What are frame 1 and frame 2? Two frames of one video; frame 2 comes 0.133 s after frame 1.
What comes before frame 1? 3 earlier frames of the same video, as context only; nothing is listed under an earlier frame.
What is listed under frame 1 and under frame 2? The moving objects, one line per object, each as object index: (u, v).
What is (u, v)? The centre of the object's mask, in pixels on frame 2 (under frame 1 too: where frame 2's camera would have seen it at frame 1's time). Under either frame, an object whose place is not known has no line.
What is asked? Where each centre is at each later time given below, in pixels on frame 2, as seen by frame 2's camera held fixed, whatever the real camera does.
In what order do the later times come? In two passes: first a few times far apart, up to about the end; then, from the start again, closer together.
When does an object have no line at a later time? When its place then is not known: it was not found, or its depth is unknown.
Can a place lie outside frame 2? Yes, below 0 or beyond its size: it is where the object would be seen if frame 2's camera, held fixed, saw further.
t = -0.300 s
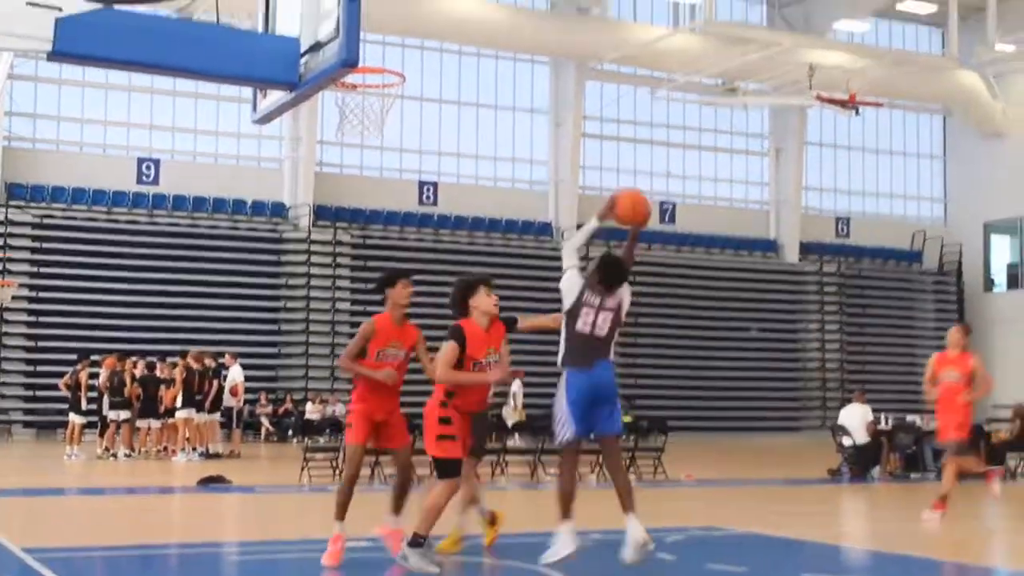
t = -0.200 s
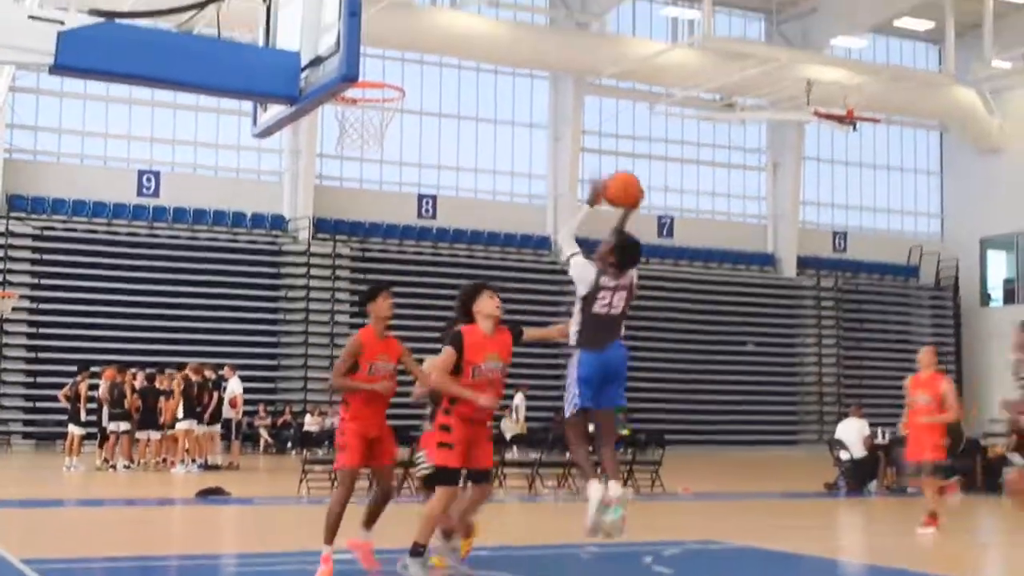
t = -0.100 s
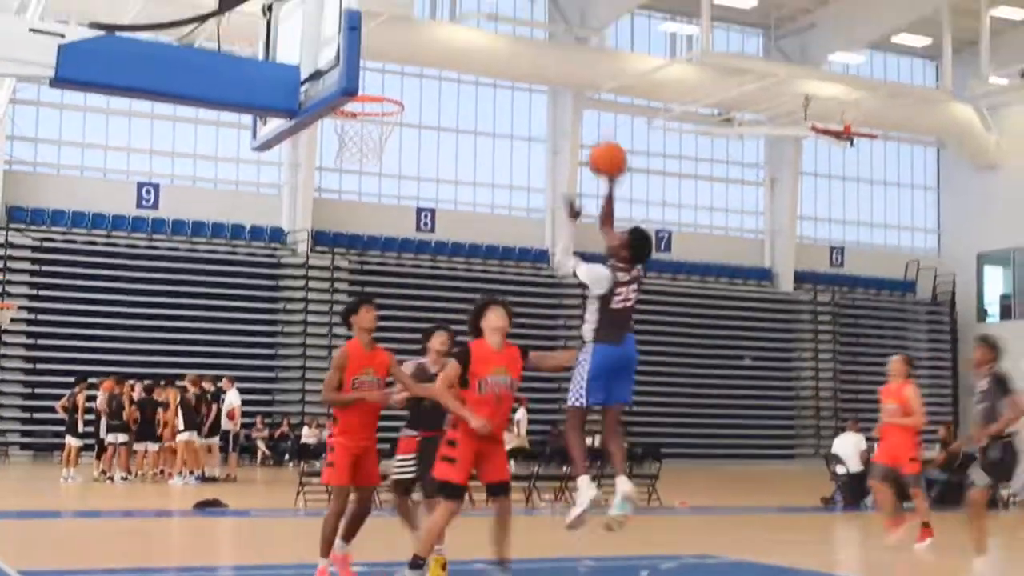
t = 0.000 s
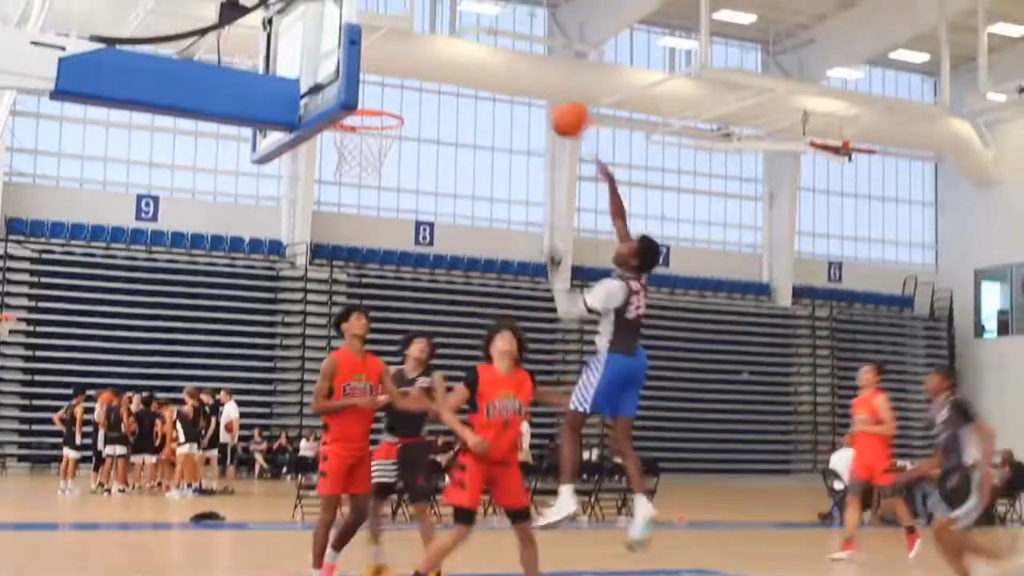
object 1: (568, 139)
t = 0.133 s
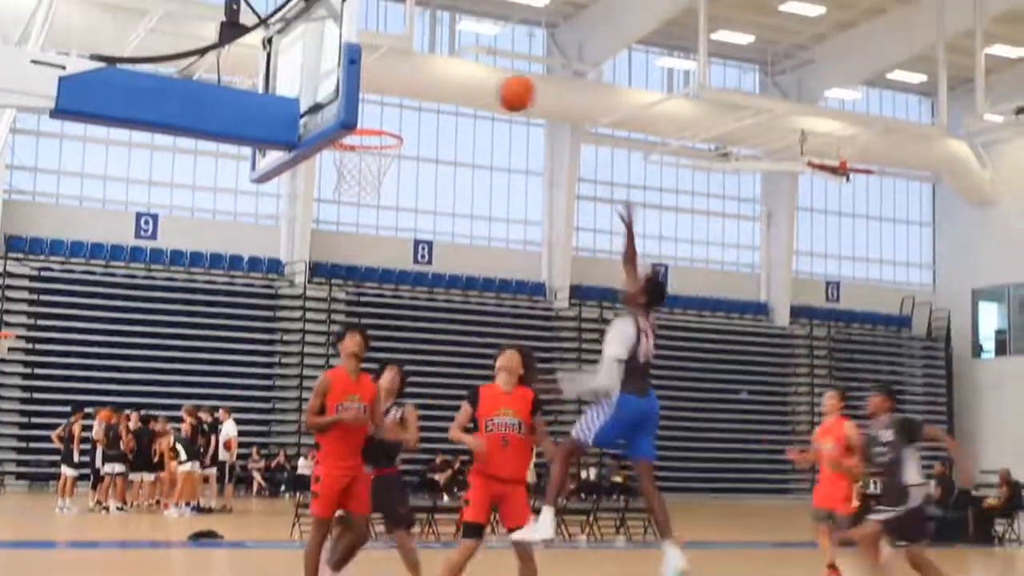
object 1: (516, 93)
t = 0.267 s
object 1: (463, 75)
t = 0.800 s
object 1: (347, 174)
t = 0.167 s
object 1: (501, 87)
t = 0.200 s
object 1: (488, 80)
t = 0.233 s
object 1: (476, 76)
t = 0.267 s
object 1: (463, 75)
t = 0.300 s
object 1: (450, 76)
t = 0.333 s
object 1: (437, 79)
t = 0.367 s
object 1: (424, 81)
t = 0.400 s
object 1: (412, 88)
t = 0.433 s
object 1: (399, 93)
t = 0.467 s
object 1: (386, 101)
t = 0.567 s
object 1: (350, 147)
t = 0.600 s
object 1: (356, 144)
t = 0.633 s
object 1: (370, 140)
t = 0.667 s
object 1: (382, 146)
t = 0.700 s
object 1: (375, 152)
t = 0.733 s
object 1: (365, 156)
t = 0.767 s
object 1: (356, 166)
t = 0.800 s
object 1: (347, 174)
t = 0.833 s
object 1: (340, 181)
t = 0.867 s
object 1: (338, 185)
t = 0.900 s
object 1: (336, 190)
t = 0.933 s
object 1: (336, 196)
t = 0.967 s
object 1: (334, 206)
